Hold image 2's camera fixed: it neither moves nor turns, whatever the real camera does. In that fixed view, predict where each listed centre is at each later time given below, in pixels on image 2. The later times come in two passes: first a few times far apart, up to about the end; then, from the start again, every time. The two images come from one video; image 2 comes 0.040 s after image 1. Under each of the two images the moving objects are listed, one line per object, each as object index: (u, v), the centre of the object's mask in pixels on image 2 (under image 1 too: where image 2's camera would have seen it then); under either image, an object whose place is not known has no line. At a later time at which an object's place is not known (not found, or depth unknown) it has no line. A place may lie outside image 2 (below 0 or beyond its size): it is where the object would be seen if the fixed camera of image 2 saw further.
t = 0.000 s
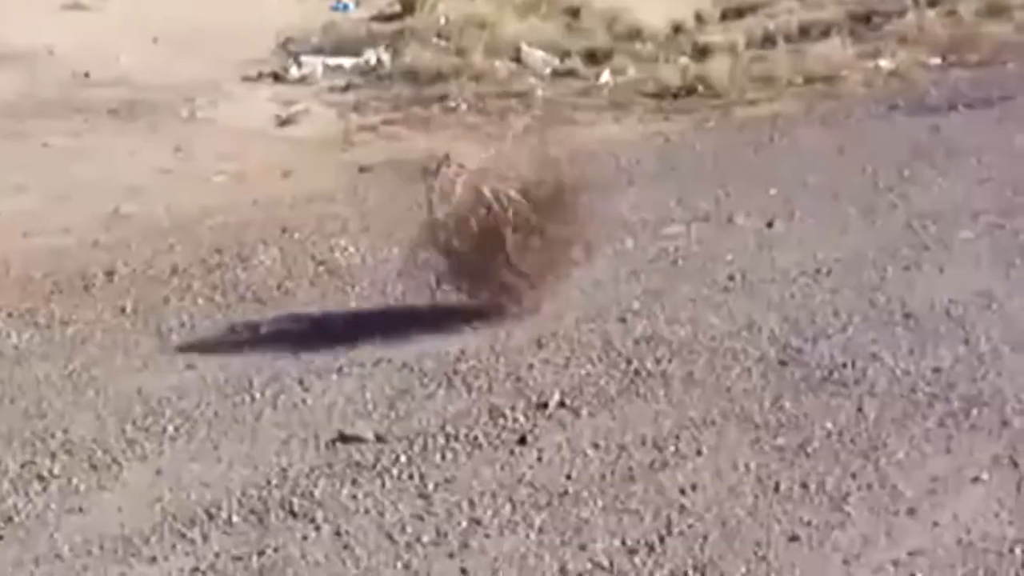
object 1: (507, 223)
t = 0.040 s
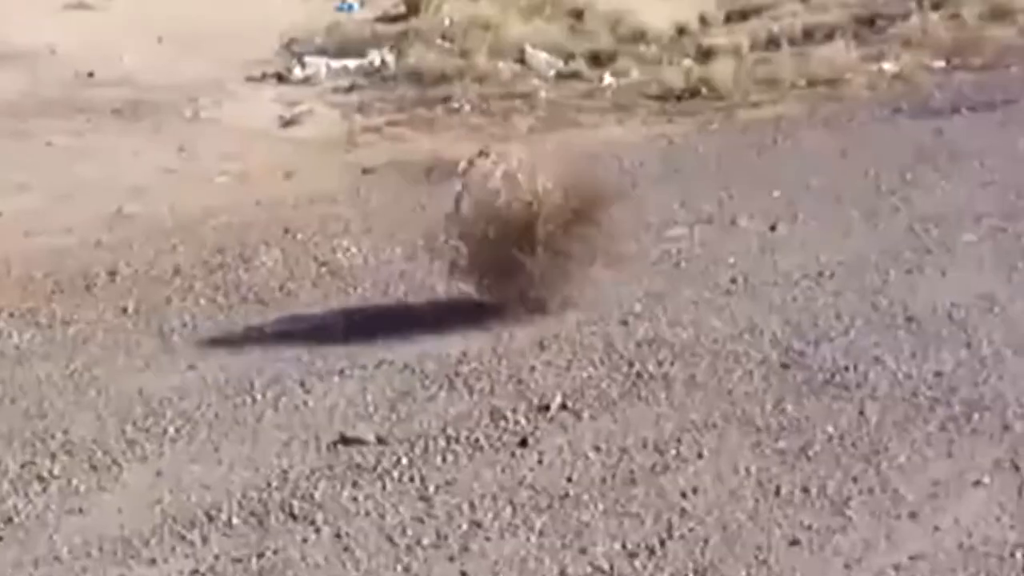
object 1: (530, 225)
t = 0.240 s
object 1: (626, 202)
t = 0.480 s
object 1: (728, 161)
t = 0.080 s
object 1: (550, 229)
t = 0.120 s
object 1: (565, 224)
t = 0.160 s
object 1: (588, 218)
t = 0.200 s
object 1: (609, 213)
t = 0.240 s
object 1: (626, 202)
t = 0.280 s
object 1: (640, 189)
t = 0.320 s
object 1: (659, 181)
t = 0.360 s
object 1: (675, 176)
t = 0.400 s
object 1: (695, 162)
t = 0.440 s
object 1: (710, 163)
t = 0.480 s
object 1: (728, 161)
